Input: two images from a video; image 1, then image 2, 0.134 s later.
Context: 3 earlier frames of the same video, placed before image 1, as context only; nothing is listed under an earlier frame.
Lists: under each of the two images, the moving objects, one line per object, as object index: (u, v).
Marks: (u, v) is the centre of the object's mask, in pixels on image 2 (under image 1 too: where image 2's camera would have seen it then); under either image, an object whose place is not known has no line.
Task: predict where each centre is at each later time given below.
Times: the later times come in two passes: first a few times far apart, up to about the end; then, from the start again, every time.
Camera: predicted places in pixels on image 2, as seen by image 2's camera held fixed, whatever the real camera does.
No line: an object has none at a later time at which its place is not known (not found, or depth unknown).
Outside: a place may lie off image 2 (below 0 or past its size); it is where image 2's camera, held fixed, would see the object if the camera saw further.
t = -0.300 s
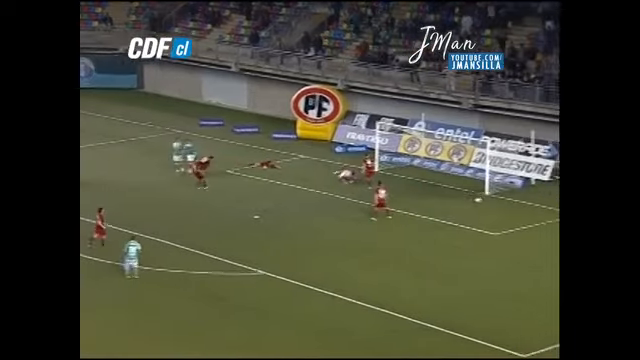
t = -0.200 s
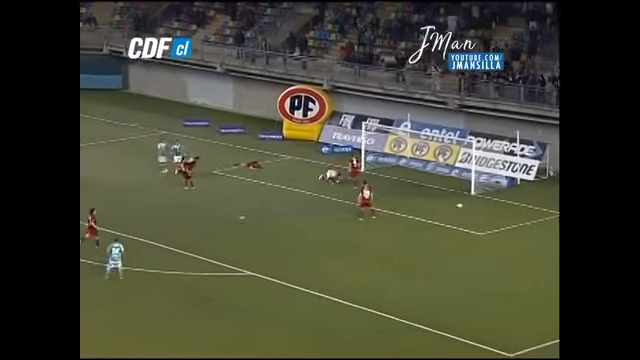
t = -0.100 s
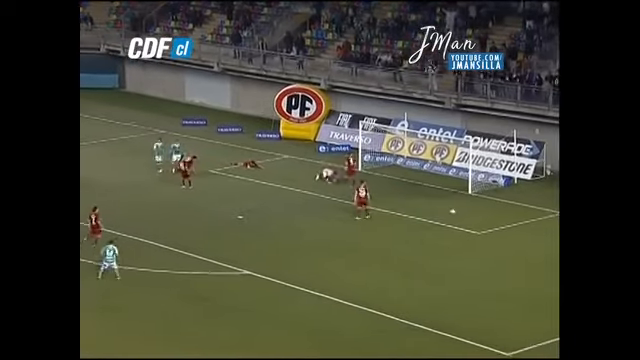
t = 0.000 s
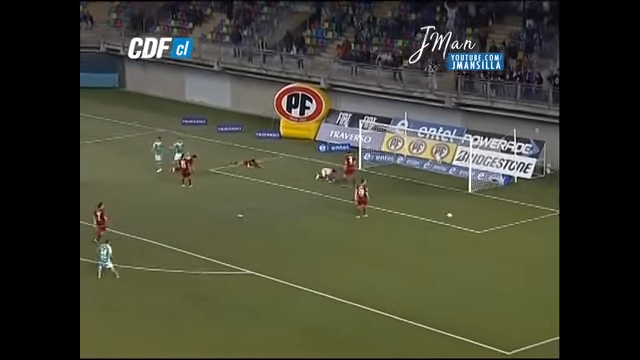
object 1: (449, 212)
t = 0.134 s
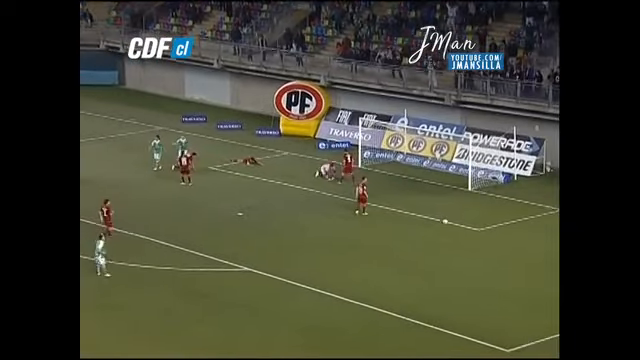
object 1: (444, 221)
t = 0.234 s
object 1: (442, 227)
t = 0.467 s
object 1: (437, 239)
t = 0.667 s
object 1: (433, 248)
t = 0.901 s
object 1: (429, 258)
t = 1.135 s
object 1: (426, 267)
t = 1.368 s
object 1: (423, 276)
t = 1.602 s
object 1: (421, 285)
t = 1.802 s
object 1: (419, 294)
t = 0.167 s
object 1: (444, 223)
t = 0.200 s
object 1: (443, 225)
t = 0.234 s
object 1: (442, 227)
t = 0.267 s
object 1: (441, 229)
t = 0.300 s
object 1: (441, 231)
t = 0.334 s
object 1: (440, 232)
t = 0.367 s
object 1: (439, 234)
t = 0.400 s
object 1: (438, 236)
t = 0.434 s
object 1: (437, 238)
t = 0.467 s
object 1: (437, 239)
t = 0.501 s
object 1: (436, 241)
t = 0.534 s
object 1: (435, 242)
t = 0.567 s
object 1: (435, 244)
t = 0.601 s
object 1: (434, 245)
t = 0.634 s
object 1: (434, 247)
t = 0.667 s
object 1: (433, 248)
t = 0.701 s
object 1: (433, 250)
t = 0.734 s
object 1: (432, 252)
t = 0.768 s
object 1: (431, 253)
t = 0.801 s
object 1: (431, 254)
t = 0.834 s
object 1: (430, 256)
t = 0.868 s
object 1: (430, 257)
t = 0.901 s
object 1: (429, 258)
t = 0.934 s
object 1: (428, 260)
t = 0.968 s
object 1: (428, 261)
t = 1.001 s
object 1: (428, 263)
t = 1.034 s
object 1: (427, 264)
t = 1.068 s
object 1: (427, 265)
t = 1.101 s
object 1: (426, 266)
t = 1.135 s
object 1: (426, 267)
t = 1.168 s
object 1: (425, 269)
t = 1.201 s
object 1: (425, 270)
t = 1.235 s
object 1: (424, 271)
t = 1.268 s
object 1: (424, 272)
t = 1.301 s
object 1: (424, 274)
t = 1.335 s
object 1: (423, 275)
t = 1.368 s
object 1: (423, 276)
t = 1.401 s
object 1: (423, 278)
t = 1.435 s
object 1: (422, 279)
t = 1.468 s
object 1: (422, 280)
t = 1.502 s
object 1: (422, 282)
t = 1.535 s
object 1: (422, 283)
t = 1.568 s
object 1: (421, 284)
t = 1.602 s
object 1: (421, 285)
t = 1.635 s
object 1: (421, 287)
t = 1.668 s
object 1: (420, 288)
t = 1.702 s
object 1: (420, 289)
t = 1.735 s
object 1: (419, 291)
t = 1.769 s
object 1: (419, 292)
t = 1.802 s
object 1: (419, 294)
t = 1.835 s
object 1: (418, 294)
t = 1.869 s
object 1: (418, 296)
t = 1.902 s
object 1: (418, 297)
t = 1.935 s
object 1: (417, 298)
